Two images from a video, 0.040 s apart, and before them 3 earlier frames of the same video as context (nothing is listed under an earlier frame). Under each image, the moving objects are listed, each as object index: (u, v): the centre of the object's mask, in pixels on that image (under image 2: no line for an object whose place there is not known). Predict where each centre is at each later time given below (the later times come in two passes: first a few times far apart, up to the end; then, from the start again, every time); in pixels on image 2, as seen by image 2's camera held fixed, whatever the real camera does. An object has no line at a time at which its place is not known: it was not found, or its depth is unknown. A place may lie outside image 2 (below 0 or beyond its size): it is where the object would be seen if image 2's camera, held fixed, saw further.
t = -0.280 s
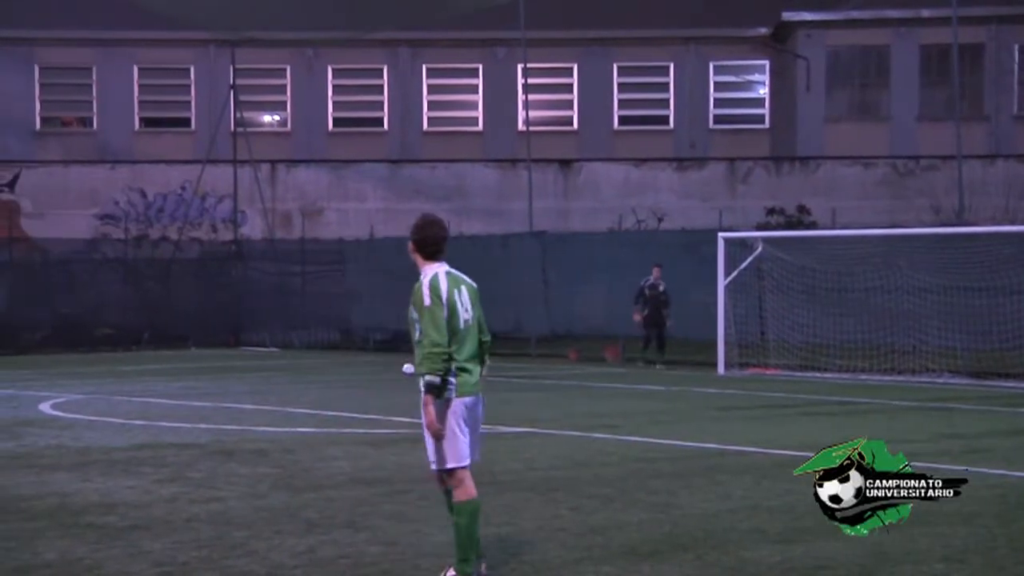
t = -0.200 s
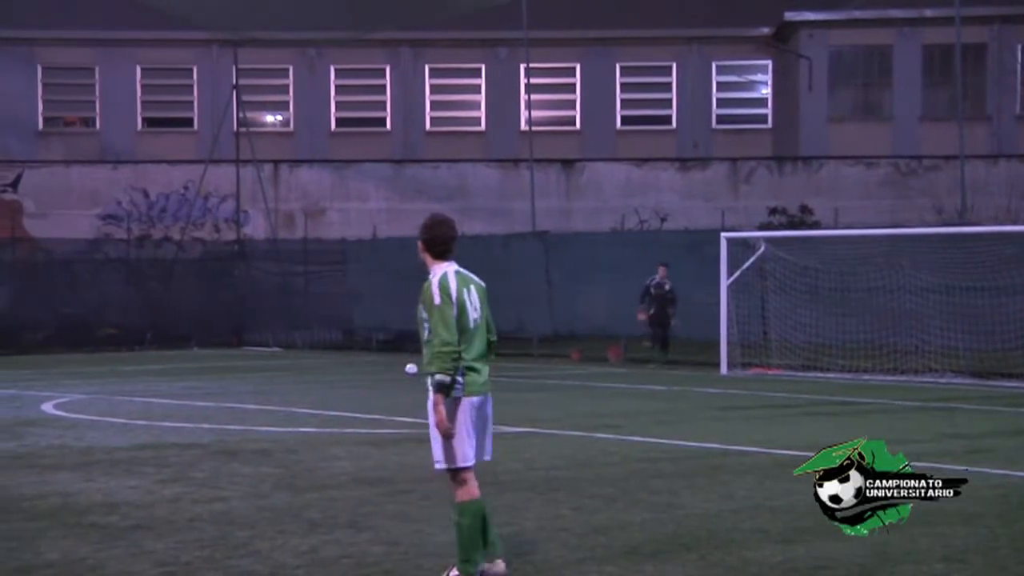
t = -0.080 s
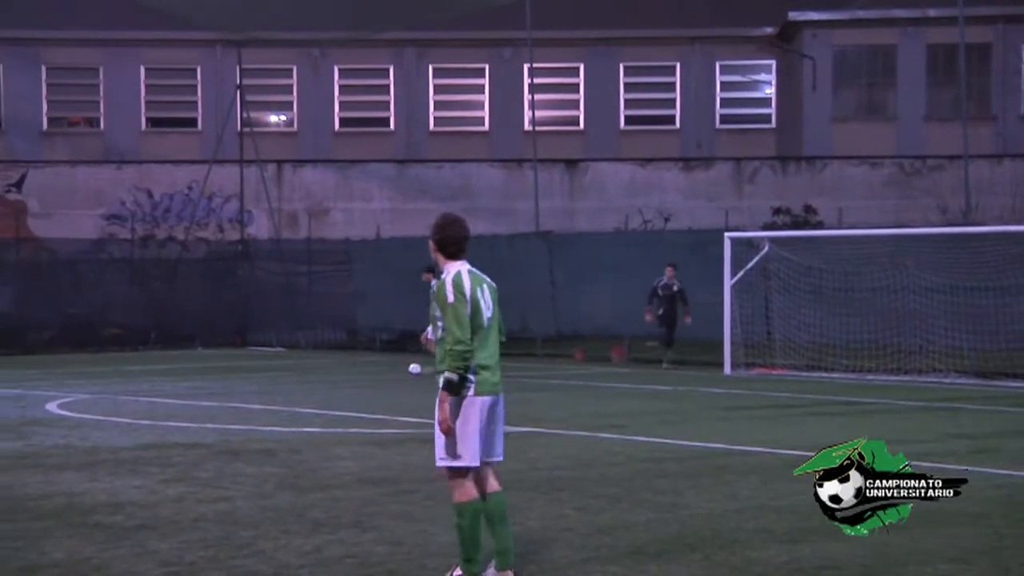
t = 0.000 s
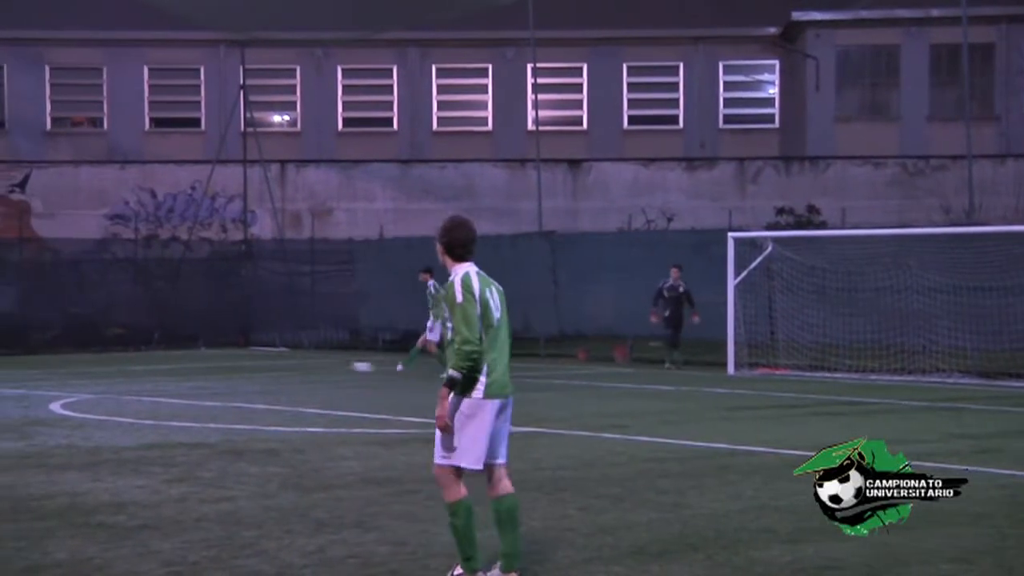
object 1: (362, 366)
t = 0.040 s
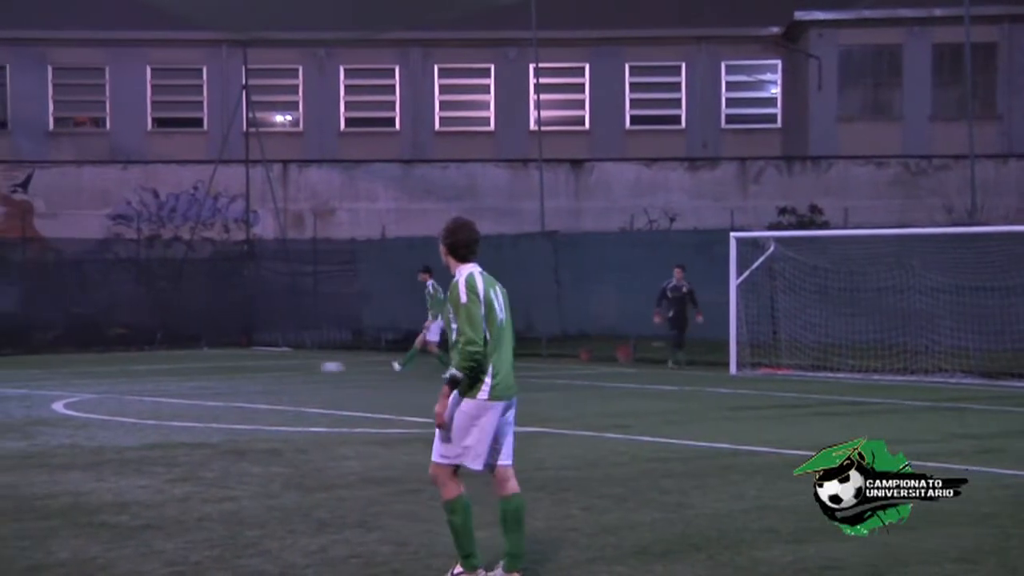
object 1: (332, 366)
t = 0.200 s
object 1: (204, 371)
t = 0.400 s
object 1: (52, 373)
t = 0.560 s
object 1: (-66, 376)
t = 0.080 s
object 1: (299, 368)
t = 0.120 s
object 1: (266, 370)
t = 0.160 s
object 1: (235, 370)
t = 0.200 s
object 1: (204, 371)
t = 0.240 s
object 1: (173, 372)
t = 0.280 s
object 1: (143, 372)
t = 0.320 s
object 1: (112, 371)
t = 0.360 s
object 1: (81, 371)
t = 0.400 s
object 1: (52, 373)
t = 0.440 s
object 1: (21, 375)
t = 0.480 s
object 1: (-7, 375)
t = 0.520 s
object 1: (-36, 375)
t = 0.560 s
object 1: (-66, 376)
